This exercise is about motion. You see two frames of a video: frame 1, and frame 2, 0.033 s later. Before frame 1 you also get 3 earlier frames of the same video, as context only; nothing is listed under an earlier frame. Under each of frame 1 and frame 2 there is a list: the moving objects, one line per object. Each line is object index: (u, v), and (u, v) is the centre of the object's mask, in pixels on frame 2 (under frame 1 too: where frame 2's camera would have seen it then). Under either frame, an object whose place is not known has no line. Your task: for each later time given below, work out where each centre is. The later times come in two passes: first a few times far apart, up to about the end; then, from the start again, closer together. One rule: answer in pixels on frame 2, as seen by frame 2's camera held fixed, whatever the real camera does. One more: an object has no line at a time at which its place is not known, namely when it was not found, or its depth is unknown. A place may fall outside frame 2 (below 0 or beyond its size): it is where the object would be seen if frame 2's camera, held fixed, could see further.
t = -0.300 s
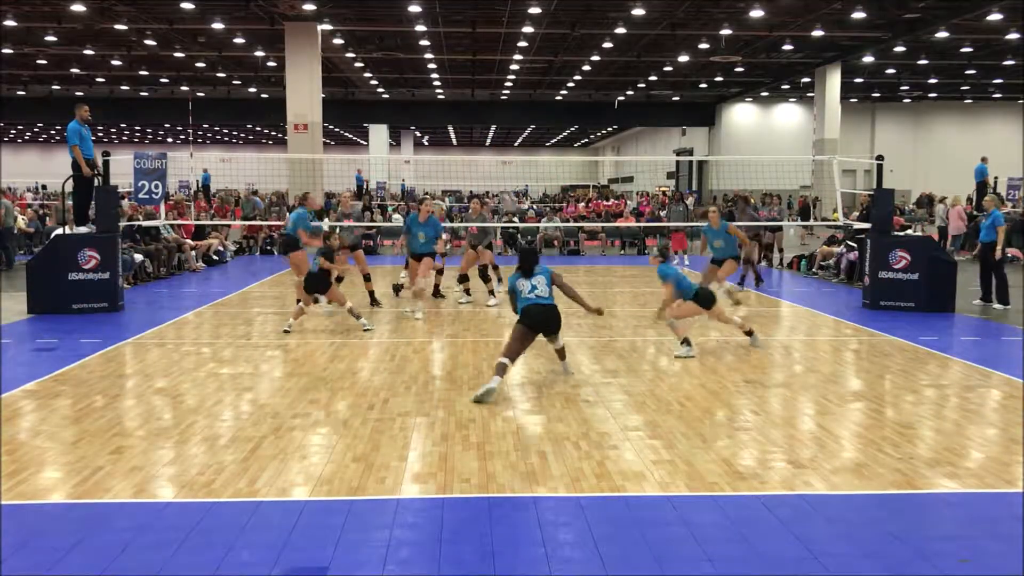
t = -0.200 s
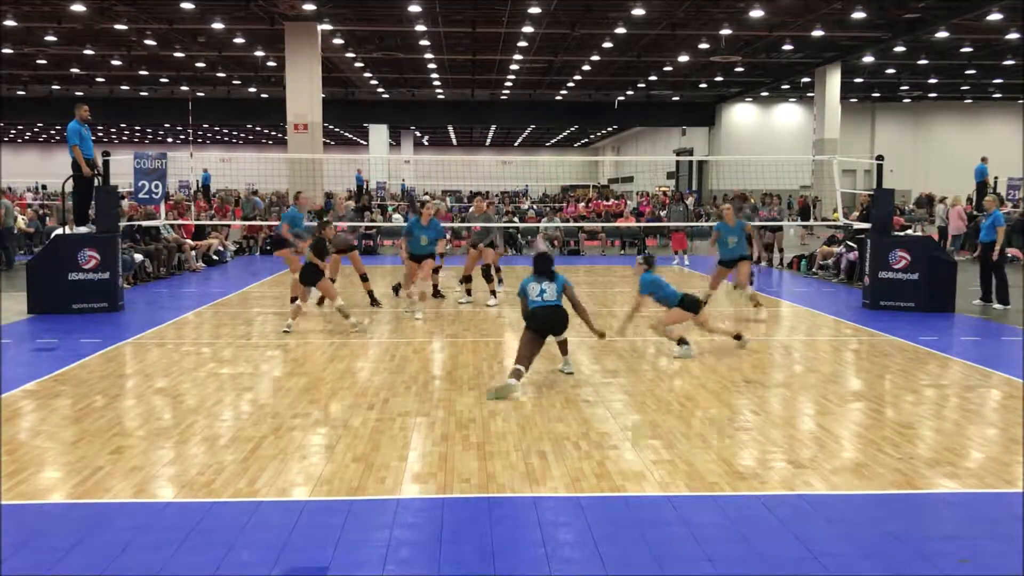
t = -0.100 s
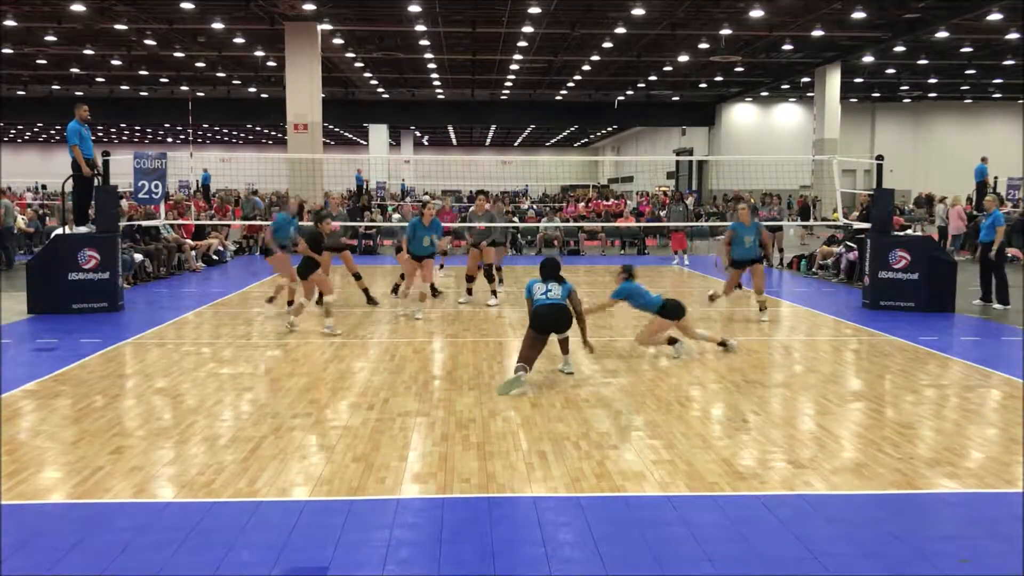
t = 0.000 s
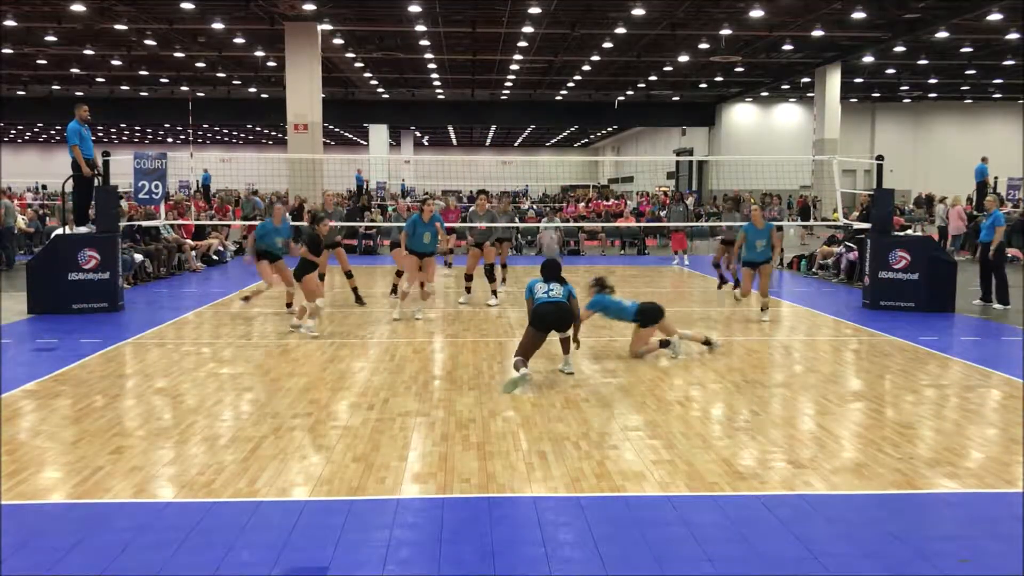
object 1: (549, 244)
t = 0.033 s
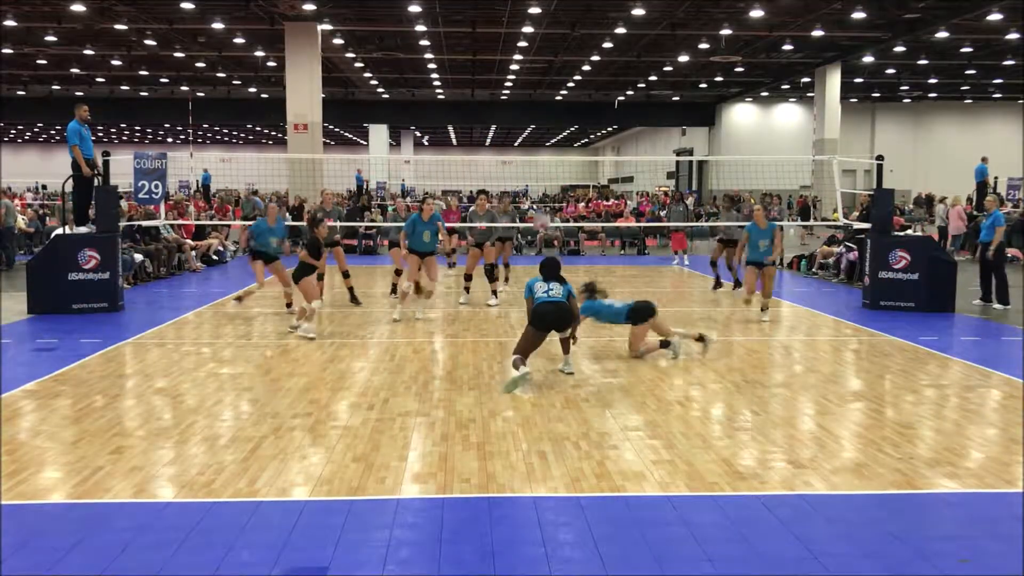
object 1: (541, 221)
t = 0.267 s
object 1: (493, 120)
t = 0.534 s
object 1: (443, 68)
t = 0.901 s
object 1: (380, 94)
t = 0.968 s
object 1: (370, 110)
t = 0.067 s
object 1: (537, 205)
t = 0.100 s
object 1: (525, 188)
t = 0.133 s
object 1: (519, 172)
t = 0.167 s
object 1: (512, 158)
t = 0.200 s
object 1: (505, 143)
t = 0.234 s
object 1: (501, 133)
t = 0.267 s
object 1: (493, 120)
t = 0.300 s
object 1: (486, 111)
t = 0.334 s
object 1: (479, 102)
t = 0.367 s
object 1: (474, 93)
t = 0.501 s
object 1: (448, 71)
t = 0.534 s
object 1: (443, 68)
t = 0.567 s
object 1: (436, 65)
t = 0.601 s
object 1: (430, 65)
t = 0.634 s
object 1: (423, 65)
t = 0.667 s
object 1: (418, 65)
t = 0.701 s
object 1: (412, 67)
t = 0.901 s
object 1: (380, 94)
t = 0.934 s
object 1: (374, 102)
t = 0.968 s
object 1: (370, 110)
